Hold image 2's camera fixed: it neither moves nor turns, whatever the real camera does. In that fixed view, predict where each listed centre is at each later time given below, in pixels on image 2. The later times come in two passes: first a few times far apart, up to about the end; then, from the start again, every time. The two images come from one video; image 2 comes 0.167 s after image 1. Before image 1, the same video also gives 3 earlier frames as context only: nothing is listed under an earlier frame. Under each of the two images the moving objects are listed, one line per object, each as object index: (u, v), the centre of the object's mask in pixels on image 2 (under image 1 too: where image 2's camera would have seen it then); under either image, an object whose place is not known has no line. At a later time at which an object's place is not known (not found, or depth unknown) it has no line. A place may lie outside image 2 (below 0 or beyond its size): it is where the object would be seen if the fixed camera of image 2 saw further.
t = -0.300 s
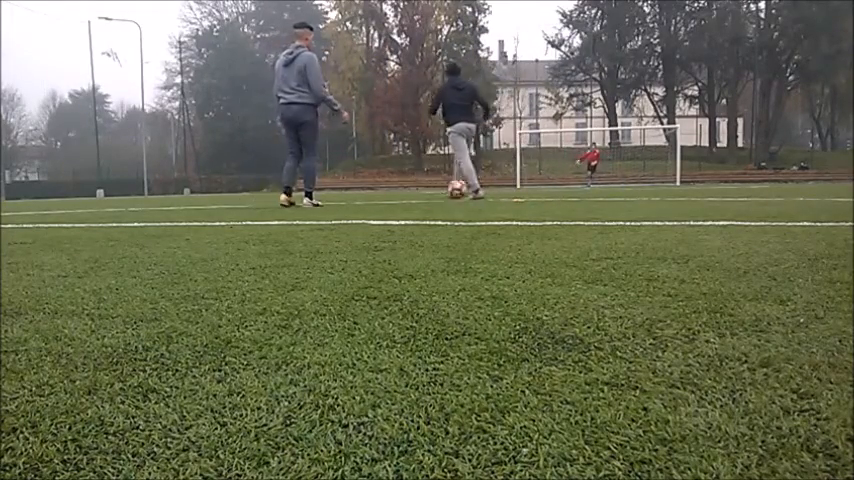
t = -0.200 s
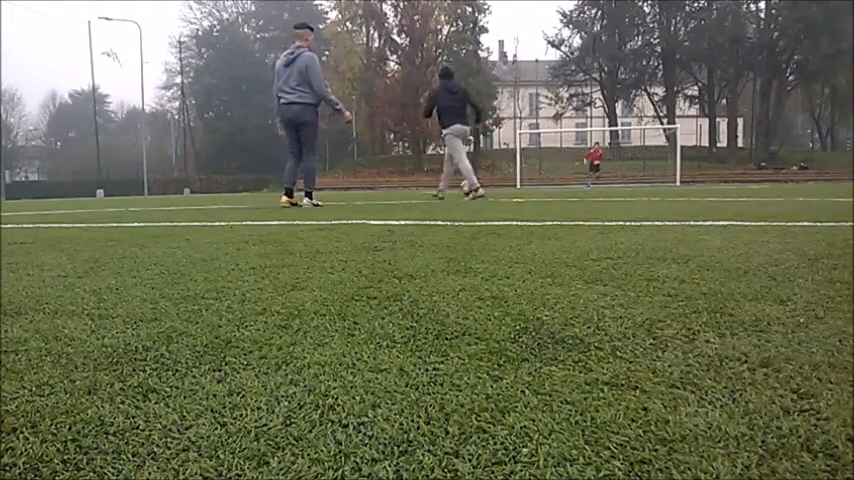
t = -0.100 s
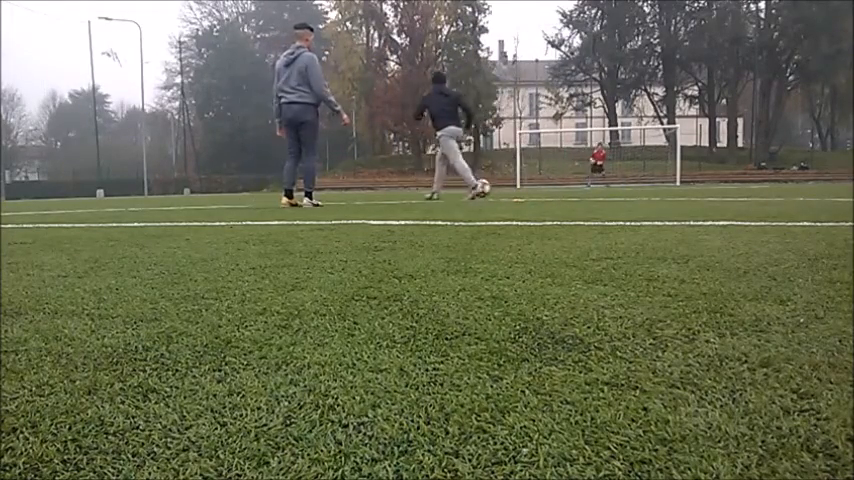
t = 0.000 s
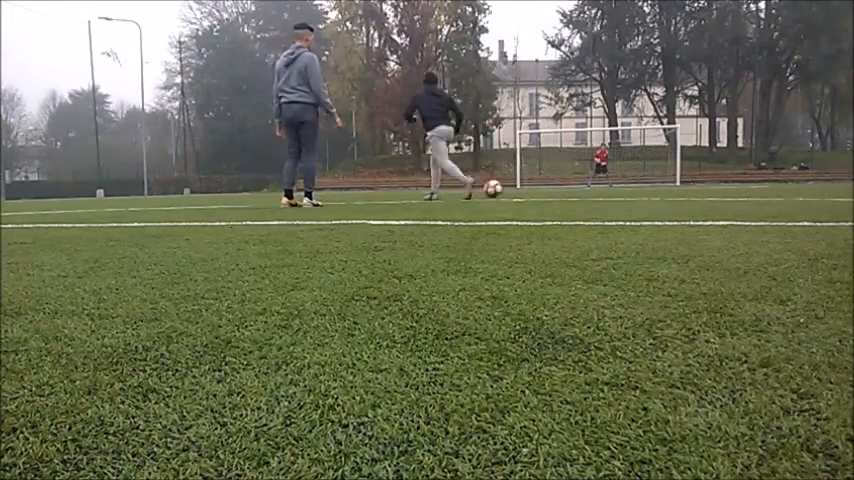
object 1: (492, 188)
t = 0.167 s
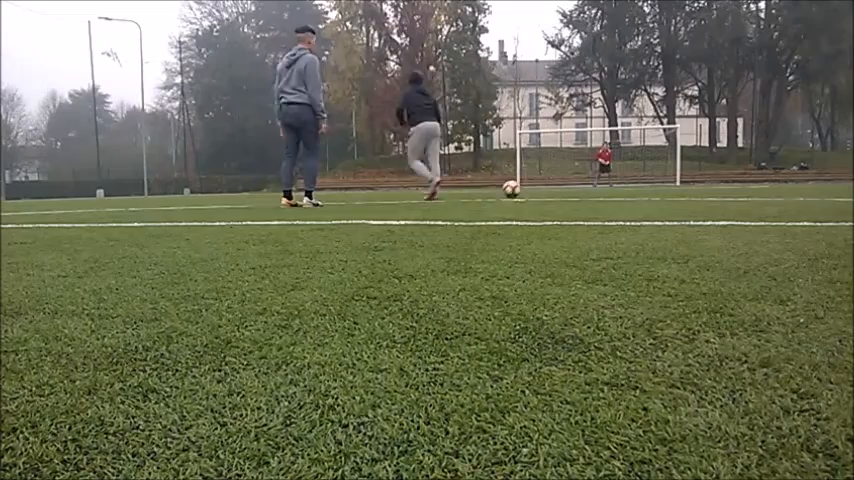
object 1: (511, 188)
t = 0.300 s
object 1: (526, 188)
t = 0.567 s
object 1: (552, 187)
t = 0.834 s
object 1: (578, 186)
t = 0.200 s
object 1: (514, 188)
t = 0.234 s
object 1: (518, 188)
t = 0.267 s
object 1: (522, 188)
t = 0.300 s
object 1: (526, 188)
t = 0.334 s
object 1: (529, 188)
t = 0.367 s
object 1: (533, 188)
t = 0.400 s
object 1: (536, 187)
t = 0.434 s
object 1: (539, 188)
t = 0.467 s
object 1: (543, 188)
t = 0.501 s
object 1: (546, 188)
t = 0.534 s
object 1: (549, 188)
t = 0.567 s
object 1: (552, 187)
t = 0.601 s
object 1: (556, 188)
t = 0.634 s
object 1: (558, 188)
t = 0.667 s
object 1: (562, 187)
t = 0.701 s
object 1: (564, 188)
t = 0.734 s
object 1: (568, 187)
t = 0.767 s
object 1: (572, 187)
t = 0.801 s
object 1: (574, 187)
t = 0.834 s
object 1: (578, 186)
